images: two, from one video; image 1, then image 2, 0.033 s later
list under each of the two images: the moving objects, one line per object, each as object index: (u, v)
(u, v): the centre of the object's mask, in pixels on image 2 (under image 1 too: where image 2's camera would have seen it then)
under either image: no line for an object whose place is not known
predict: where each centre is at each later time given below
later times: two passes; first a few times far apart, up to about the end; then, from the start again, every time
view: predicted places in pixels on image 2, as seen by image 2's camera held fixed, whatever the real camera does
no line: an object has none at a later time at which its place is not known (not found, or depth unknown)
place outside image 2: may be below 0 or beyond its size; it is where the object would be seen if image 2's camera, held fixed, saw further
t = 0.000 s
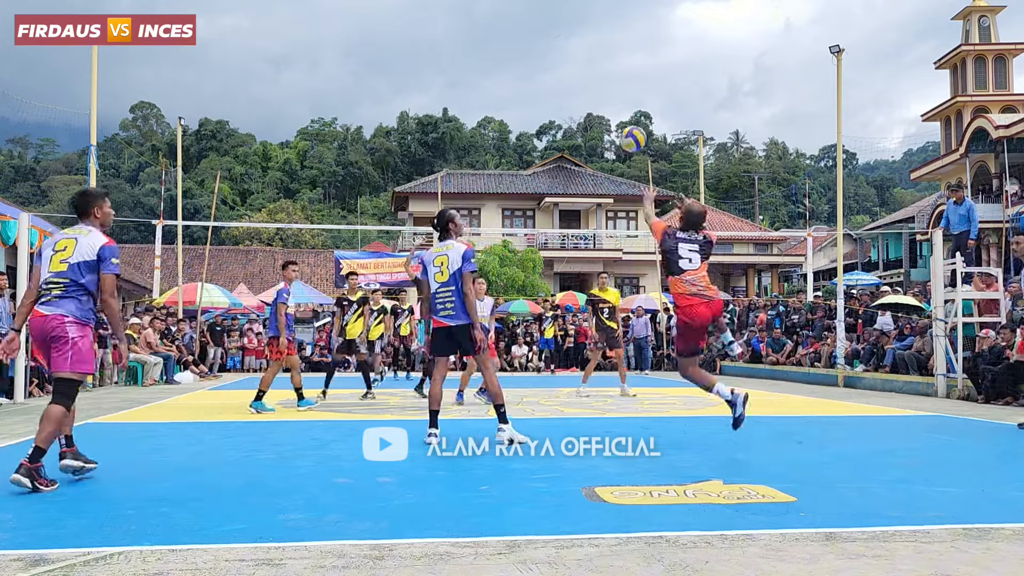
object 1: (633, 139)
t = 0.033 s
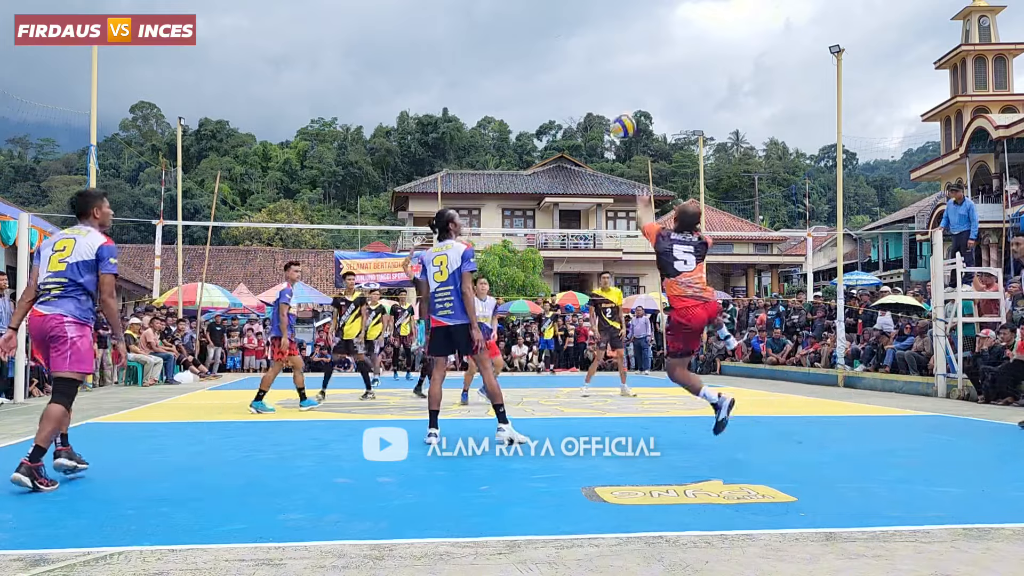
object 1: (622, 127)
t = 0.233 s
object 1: (570, 88)
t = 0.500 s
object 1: (517, 105)
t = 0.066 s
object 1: (612, 115)
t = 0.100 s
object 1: (603, 106)
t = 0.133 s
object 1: (594, 101)
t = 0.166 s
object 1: (586, 95)
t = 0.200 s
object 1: (579, 91)
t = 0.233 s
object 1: (570, 88)
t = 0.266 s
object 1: (563, 86)
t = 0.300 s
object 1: (556, 86)
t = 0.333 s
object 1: (548, 86)
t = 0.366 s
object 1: (542, 89)
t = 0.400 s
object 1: (535, 91)
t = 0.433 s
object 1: (529, 95)
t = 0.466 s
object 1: (522, 100)
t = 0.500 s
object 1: (517, 105)
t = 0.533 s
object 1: (511, 111)
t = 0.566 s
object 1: (505, 119)
